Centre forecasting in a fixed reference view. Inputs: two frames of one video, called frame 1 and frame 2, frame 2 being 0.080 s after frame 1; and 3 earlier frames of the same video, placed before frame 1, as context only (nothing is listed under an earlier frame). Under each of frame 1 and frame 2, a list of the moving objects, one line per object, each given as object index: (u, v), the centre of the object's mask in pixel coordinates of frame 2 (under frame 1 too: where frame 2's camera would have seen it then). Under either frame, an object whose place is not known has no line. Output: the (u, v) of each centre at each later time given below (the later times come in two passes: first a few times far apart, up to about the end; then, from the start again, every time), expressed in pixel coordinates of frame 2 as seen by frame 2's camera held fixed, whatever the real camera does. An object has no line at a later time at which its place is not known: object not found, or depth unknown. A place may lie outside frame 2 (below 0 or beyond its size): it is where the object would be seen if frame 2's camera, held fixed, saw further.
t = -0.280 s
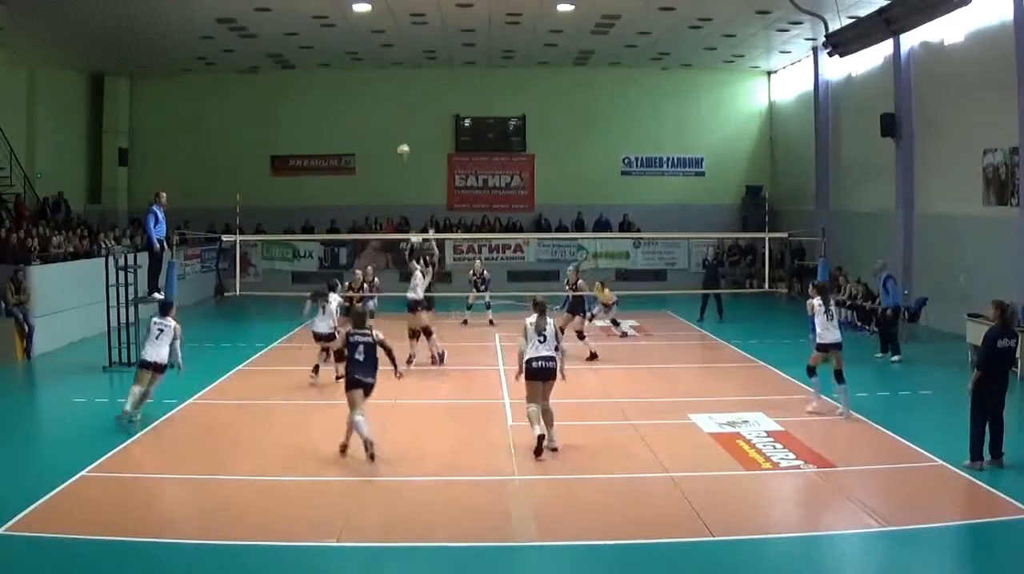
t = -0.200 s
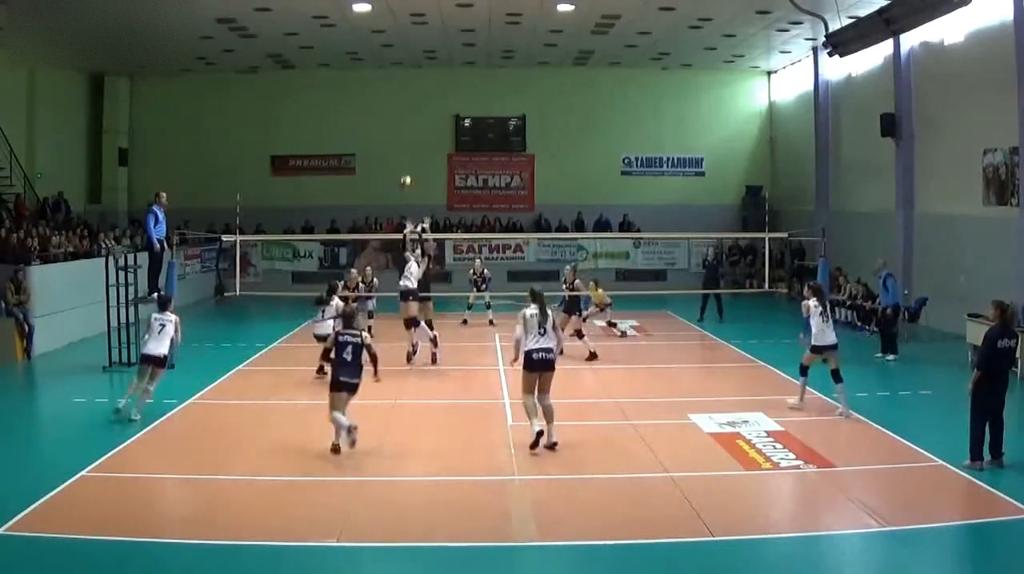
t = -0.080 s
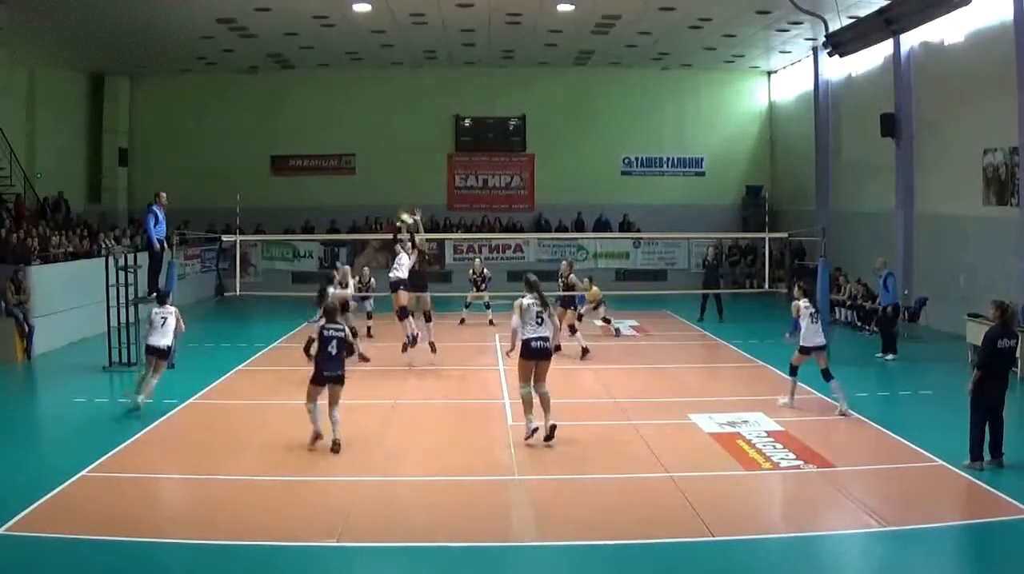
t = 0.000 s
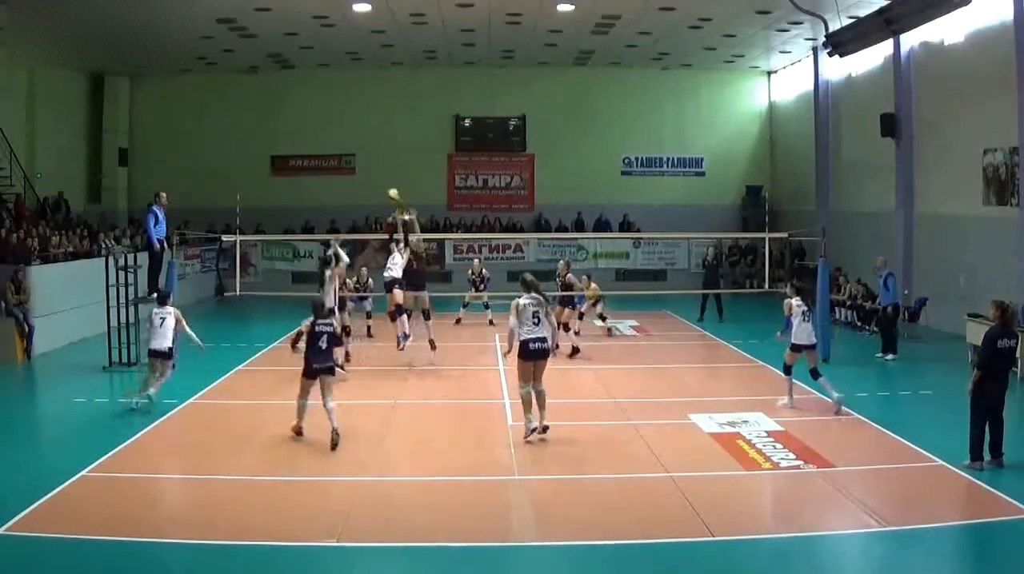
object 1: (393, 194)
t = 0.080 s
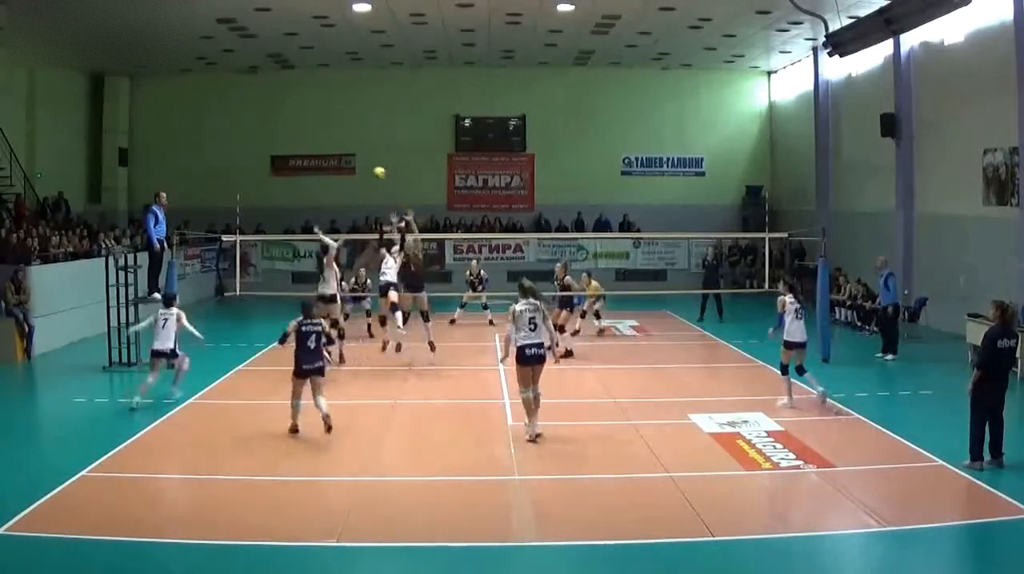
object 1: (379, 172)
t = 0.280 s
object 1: (345, 136)
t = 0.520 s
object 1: (306, 124)
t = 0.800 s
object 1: (262, 152)
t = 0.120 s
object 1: (372, 163)
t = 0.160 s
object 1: (366, 155)
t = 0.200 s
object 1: (359, 147)
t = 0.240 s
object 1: (352, 141)
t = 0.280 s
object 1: (345, 136)
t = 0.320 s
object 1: (339, 132)
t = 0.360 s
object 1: (332, 129)
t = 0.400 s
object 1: (326, 126)
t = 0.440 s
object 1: (320, 125)
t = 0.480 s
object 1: (313, 124)
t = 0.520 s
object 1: (306, 124)
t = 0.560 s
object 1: (299, 125)
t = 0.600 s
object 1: (293, 128)
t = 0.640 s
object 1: (286, 131)
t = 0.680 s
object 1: (280, 135)
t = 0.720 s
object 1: (274, 140)
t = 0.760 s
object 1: (268, 146)
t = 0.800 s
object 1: (262, 152)
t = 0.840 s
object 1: (255, 160)
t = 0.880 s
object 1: (249, 169)
